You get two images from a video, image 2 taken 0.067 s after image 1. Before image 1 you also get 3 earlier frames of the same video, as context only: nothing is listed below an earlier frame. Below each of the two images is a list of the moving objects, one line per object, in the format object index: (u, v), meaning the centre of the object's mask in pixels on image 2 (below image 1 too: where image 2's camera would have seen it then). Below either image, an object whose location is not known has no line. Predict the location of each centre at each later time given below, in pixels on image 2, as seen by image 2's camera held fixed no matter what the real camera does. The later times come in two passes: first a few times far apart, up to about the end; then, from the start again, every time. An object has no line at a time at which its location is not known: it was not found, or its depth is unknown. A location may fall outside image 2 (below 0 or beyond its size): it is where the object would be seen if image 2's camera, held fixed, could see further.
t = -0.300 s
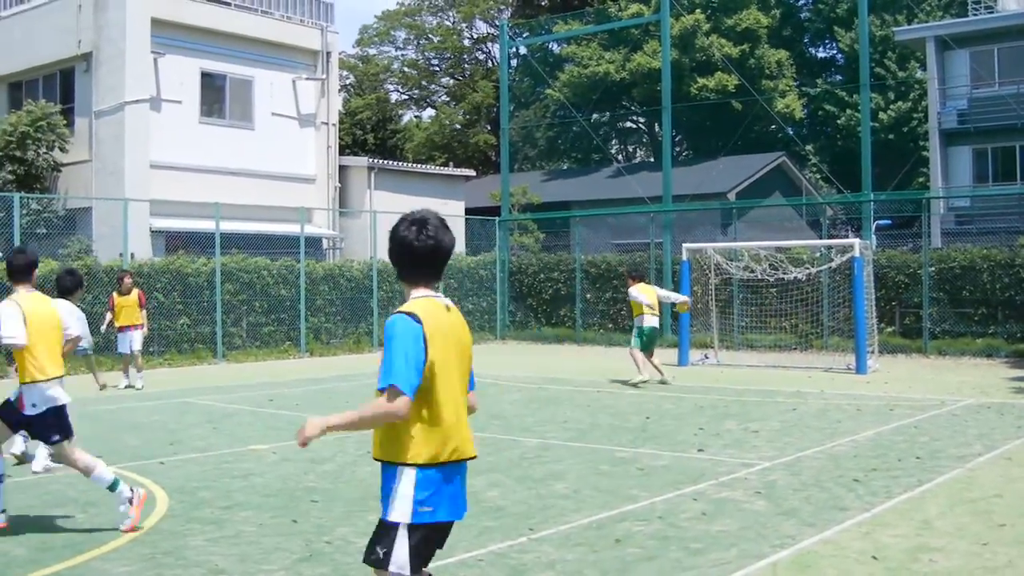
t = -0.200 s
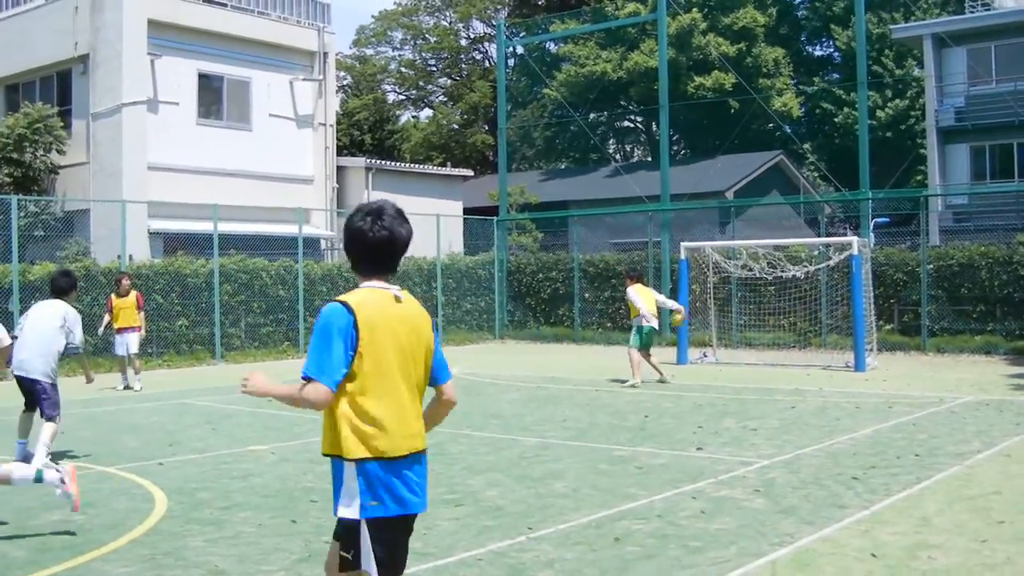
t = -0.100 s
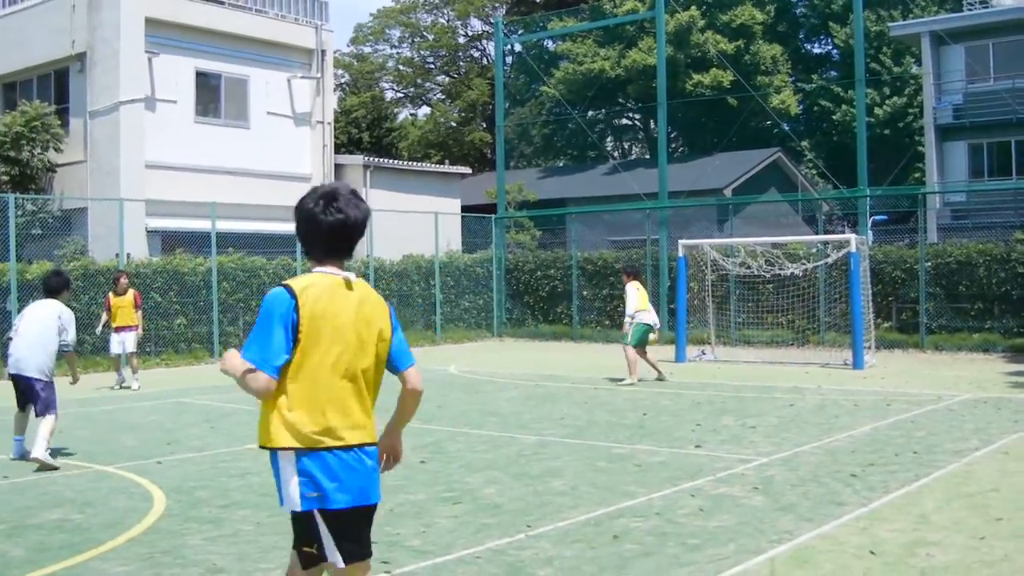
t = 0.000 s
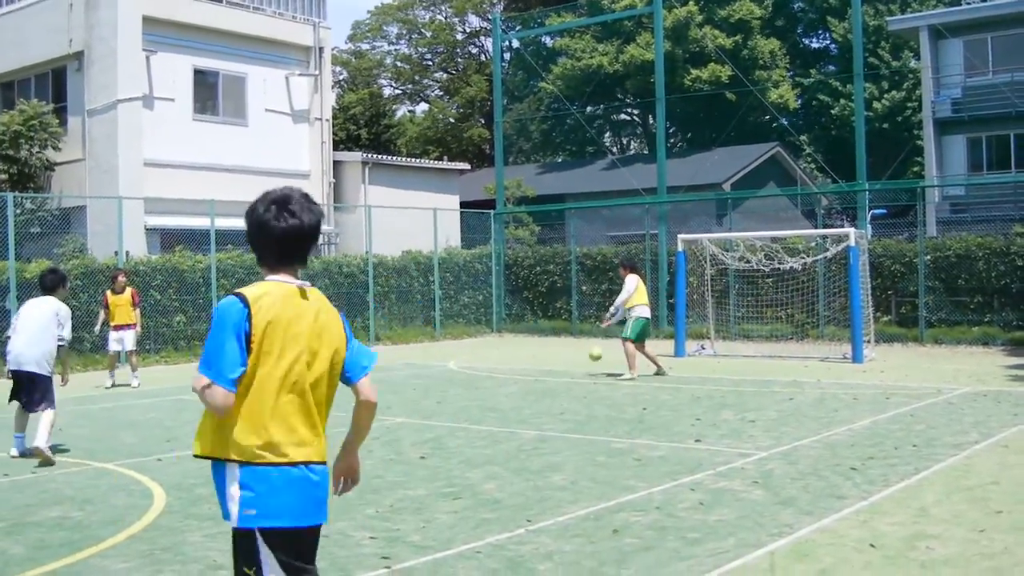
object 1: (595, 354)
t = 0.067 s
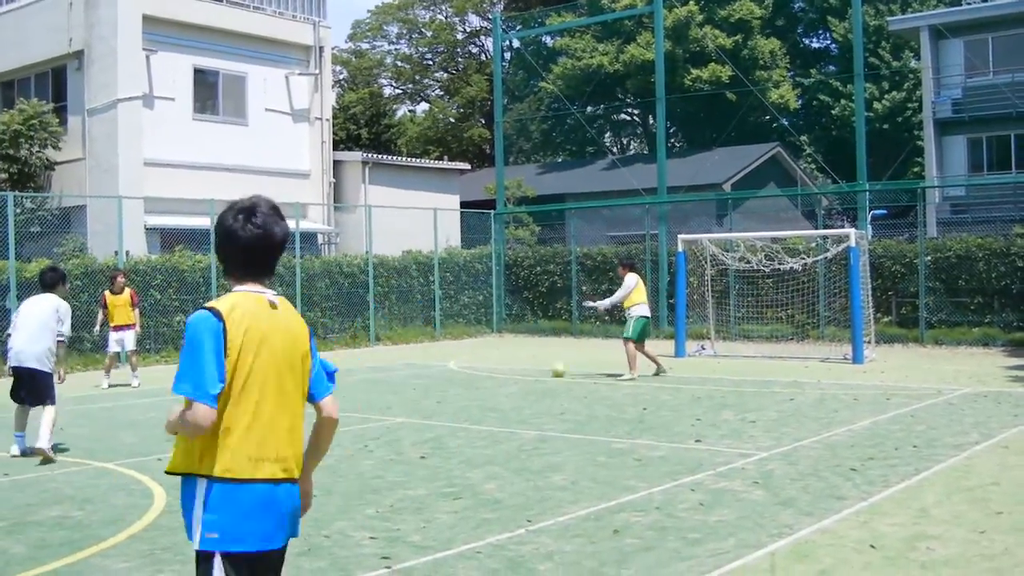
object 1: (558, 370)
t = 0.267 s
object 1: (478, 357)
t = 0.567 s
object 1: (360, 370)
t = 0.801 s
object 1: (274, 375)
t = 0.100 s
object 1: (544, 368)
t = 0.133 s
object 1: (531, 364)
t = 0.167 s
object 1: (518, 360)
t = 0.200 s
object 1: (505, 357)
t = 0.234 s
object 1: (491, 356)
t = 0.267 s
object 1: (478, 357)
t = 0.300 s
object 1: (465, 357)
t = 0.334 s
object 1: (451, 358)
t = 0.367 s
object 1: (438, 361)
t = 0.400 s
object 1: (425, 363)
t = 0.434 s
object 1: (412, 366)
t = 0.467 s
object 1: (399, 370)
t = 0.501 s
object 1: (386, 374)
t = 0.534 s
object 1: (373, 371)
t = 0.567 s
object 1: (360, 370)
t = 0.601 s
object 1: (348, 370)
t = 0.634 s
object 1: (336, 370)
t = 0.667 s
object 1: (322, 370)
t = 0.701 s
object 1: (310, 373)
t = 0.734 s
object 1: (298, 375)
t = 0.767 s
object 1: (286, 376)
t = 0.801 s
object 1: (274, 375)
